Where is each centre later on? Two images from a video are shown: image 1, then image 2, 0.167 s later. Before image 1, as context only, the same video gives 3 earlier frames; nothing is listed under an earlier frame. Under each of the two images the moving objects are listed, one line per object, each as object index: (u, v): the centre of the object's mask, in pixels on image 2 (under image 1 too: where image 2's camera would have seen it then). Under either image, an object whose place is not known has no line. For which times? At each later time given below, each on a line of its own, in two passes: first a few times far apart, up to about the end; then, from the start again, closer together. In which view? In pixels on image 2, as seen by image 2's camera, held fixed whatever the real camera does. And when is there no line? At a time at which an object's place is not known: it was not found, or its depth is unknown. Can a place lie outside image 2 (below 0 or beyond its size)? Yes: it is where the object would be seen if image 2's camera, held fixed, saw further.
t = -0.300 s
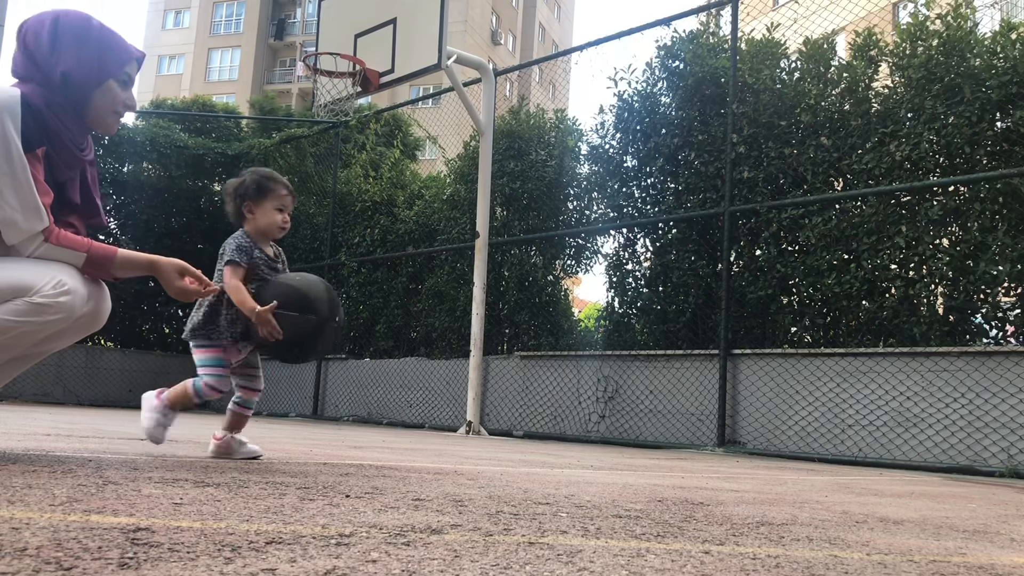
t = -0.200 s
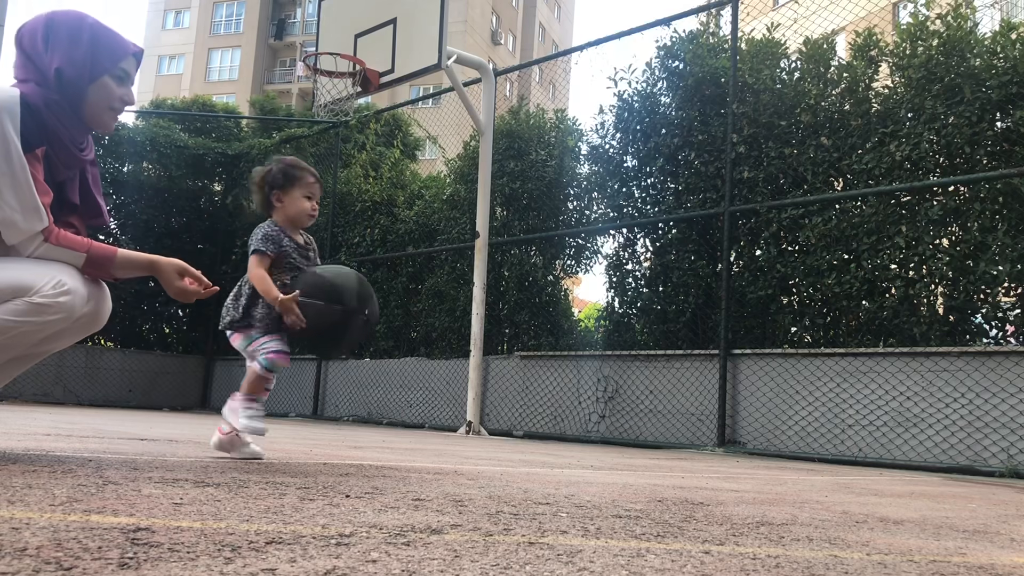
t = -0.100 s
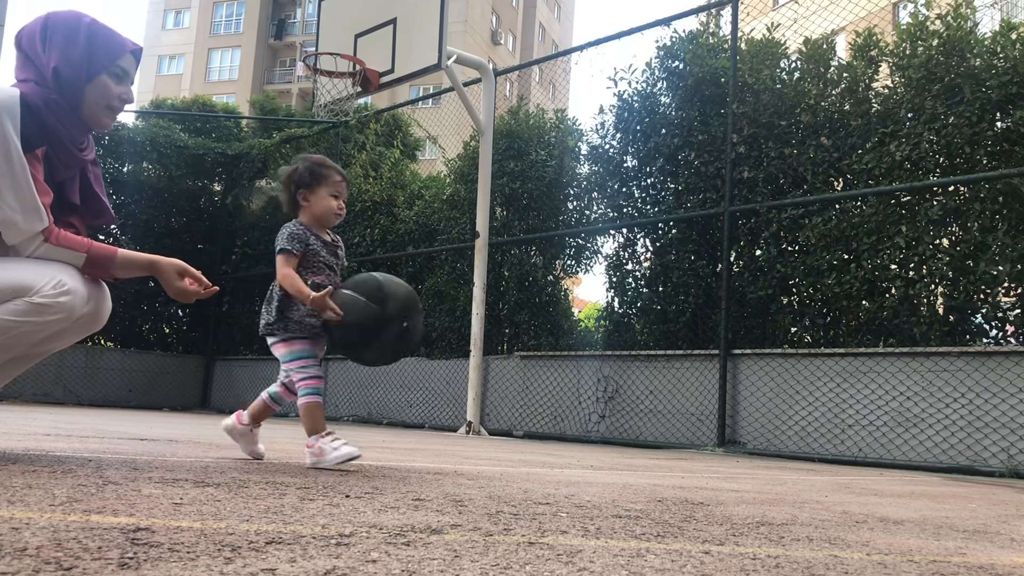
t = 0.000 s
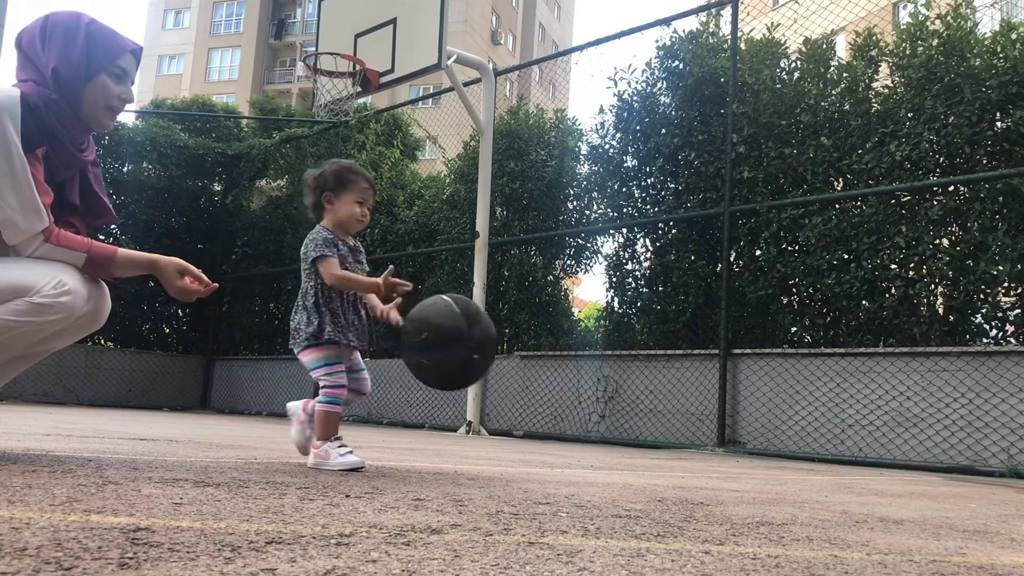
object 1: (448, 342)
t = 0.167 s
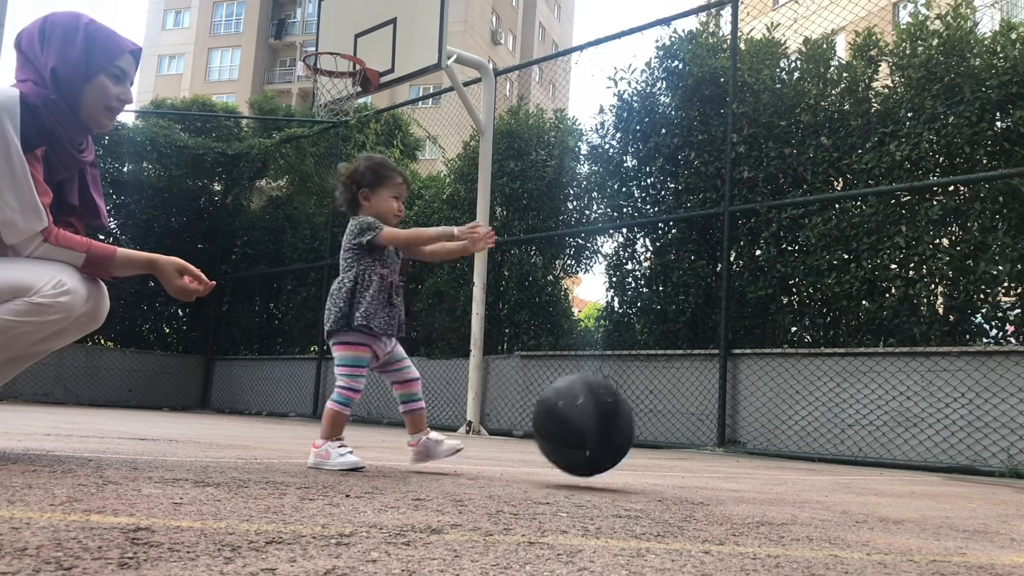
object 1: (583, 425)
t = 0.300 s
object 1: (680, 360)
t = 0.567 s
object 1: (876, 459)
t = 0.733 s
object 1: (988, 393)
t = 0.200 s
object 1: (608, 401)
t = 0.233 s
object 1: (631, 383)
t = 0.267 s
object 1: (656, 370)
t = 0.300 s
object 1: (680, 360)
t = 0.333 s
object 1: (704, 356)
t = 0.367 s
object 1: (728, 356)
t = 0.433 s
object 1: (777, 370)
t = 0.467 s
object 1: (802, 385)
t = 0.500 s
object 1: (826, 405)
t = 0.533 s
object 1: (851, 429)
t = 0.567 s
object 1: (876, 459)
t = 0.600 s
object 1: (902, 445)
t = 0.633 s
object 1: (928, 425)
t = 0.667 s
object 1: (953, 410)
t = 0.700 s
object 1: (975, 400)
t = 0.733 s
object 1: (988, 393)
